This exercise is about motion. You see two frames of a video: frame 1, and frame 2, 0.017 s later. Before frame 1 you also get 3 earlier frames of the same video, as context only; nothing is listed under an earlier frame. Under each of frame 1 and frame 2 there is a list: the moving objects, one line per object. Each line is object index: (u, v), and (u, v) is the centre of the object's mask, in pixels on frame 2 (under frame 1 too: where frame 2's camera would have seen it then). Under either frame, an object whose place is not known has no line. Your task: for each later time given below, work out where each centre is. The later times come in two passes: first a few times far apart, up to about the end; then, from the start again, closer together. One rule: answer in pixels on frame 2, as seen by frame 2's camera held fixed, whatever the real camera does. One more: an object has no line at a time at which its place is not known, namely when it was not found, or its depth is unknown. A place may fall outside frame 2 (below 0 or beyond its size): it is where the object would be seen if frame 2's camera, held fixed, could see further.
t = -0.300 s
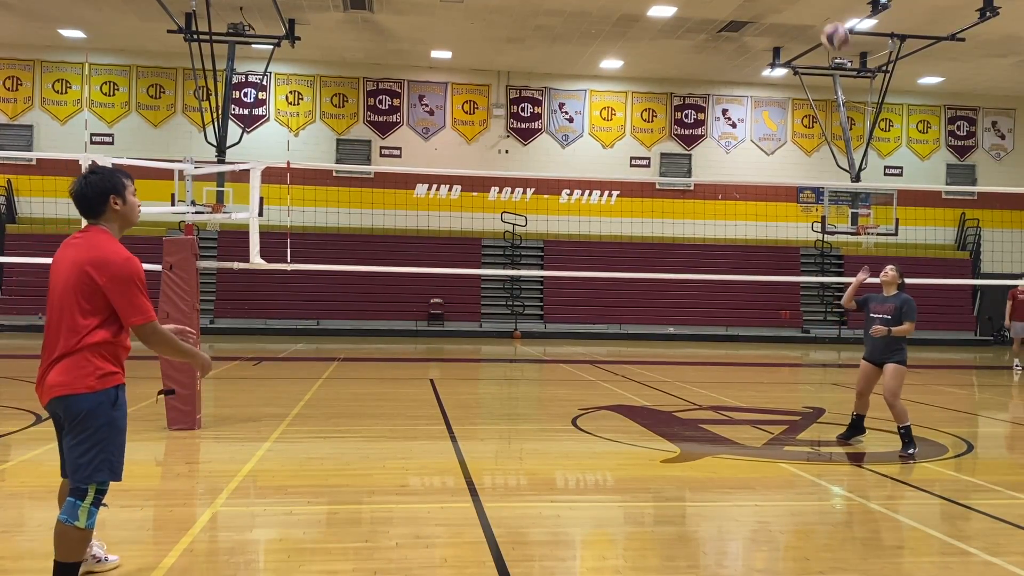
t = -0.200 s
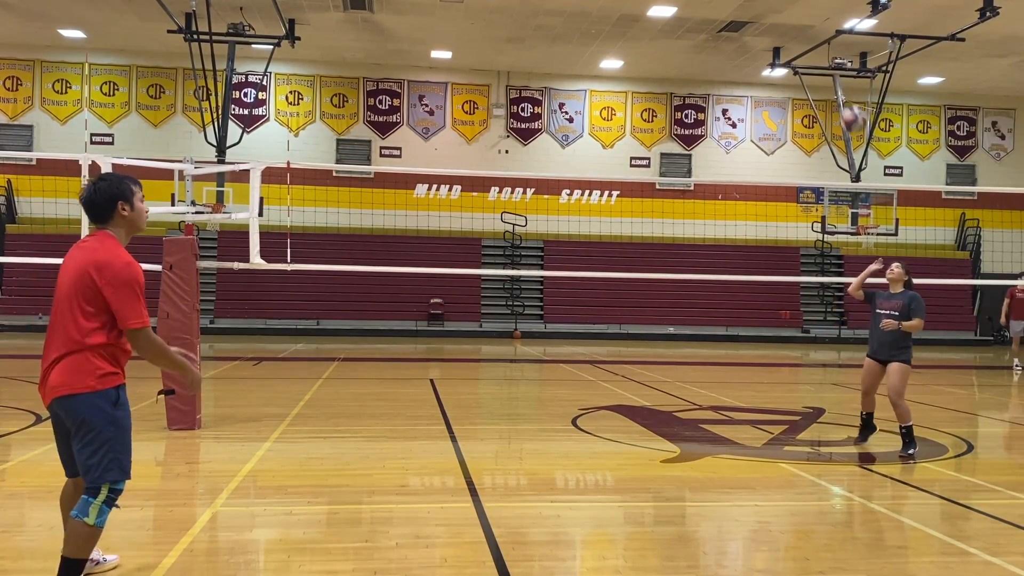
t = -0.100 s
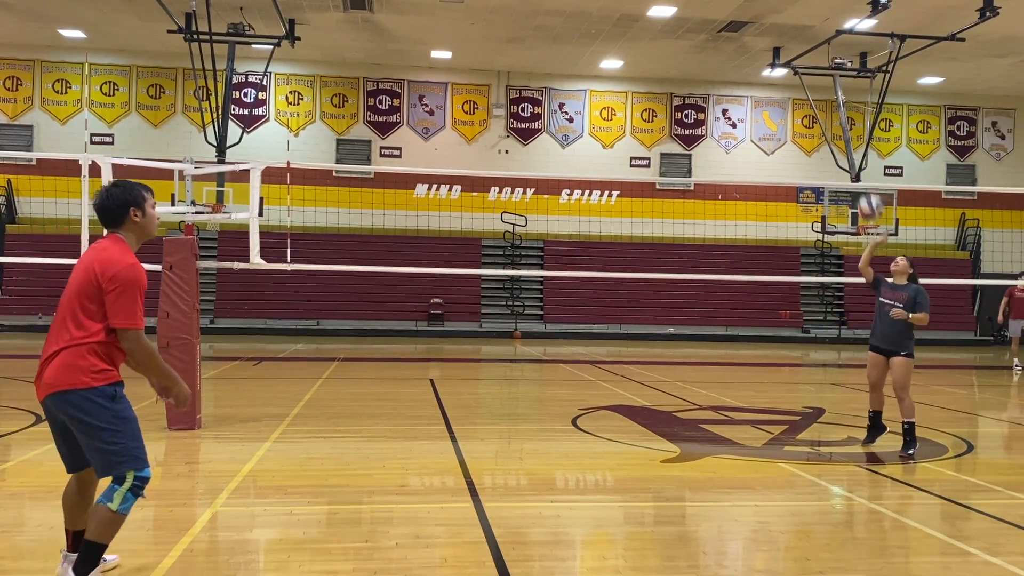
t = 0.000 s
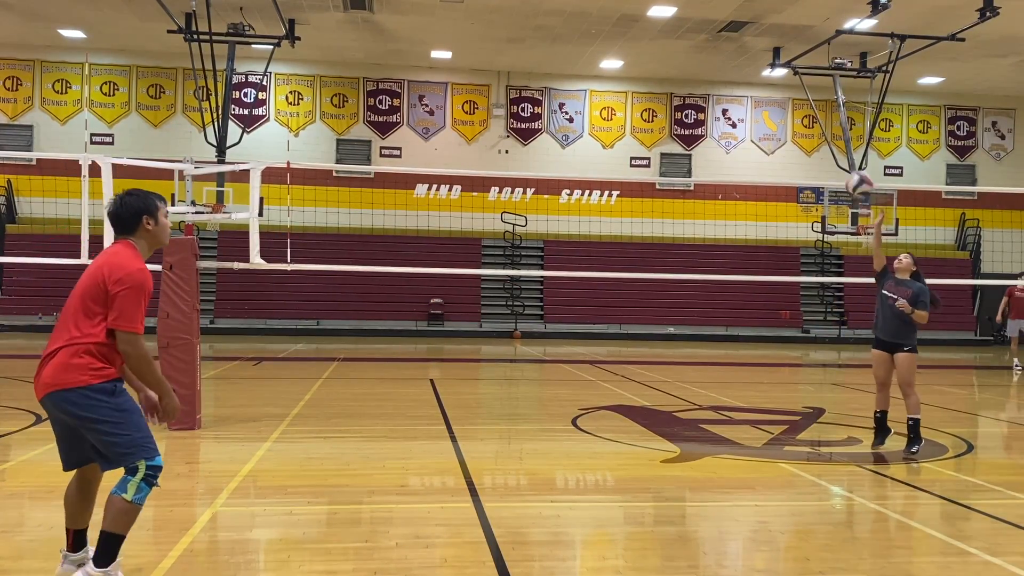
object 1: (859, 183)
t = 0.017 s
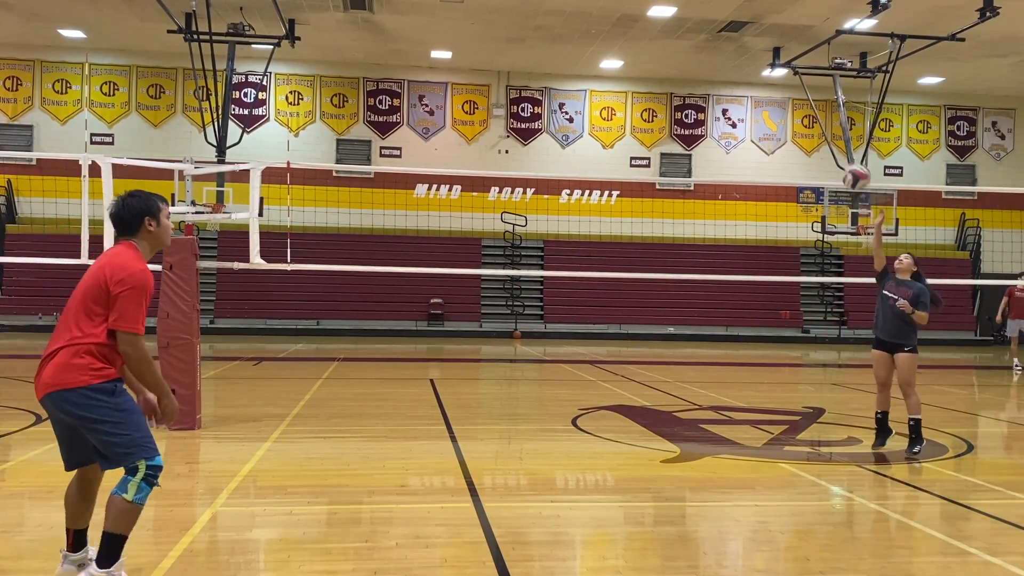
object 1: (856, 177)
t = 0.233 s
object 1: (803, 89)
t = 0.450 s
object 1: (728, 56)
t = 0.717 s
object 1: (586, 144)
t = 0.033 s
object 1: (853, 168)
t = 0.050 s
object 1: (849, 161)
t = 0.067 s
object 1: (846, 153)
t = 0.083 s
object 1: (842, 145)
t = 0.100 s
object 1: (838, 137)
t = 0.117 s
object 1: (833, 131)
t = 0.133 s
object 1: (829, 124)
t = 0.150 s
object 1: (826, 117)
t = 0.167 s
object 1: (822, 112)
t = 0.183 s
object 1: (817, 105)
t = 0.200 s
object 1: (812, 99)
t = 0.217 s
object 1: (808, 94)
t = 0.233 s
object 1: (803, 89)
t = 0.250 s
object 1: (797, 84)
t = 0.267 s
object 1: (793, 80)
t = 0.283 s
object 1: (788, 77)
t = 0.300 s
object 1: (783, 72)
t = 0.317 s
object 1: (777, 68)
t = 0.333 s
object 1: (772, 66)
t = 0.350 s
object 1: (766, 62)
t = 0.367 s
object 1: (760, 60)
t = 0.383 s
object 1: (754, 58)
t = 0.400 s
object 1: (748, 57)
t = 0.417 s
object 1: (742, 55)
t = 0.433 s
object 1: (734, 56)
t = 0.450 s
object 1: (728, 56)
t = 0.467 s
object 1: (722, 56)
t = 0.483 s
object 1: (714, 57)
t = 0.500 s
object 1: (707, 59)
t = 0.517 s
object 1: (699, 60)
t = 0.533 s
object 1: (691, 64)
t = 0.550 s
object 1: (683, 67)
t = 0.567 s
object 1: (676, 71)
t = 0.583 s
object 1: (665, 75)
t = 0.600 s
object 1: (658, 81)
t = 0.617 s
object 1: (649, 88)
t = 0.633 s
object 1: (640, 94)
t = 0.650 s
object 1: (630, 103)
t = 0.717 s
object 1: (586, 144)
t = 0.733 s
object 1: (575, 156)
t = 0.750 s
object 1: (563, 170)
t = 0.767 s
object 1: (552, 185)
